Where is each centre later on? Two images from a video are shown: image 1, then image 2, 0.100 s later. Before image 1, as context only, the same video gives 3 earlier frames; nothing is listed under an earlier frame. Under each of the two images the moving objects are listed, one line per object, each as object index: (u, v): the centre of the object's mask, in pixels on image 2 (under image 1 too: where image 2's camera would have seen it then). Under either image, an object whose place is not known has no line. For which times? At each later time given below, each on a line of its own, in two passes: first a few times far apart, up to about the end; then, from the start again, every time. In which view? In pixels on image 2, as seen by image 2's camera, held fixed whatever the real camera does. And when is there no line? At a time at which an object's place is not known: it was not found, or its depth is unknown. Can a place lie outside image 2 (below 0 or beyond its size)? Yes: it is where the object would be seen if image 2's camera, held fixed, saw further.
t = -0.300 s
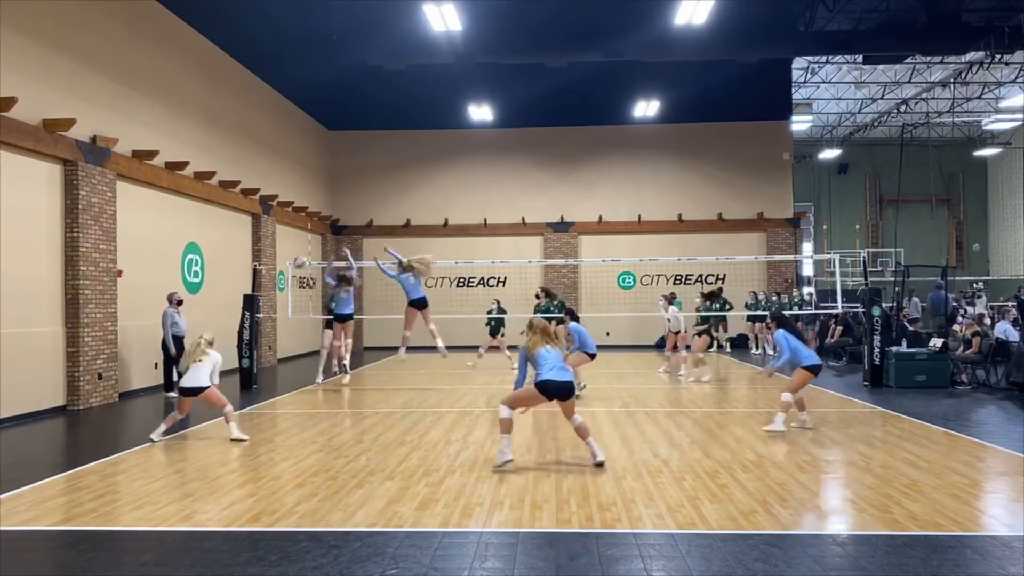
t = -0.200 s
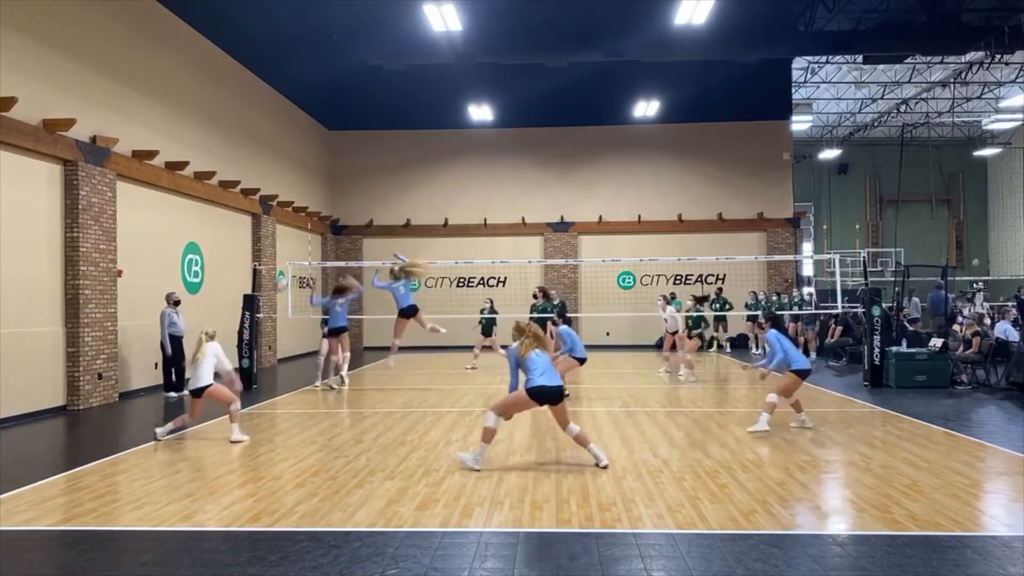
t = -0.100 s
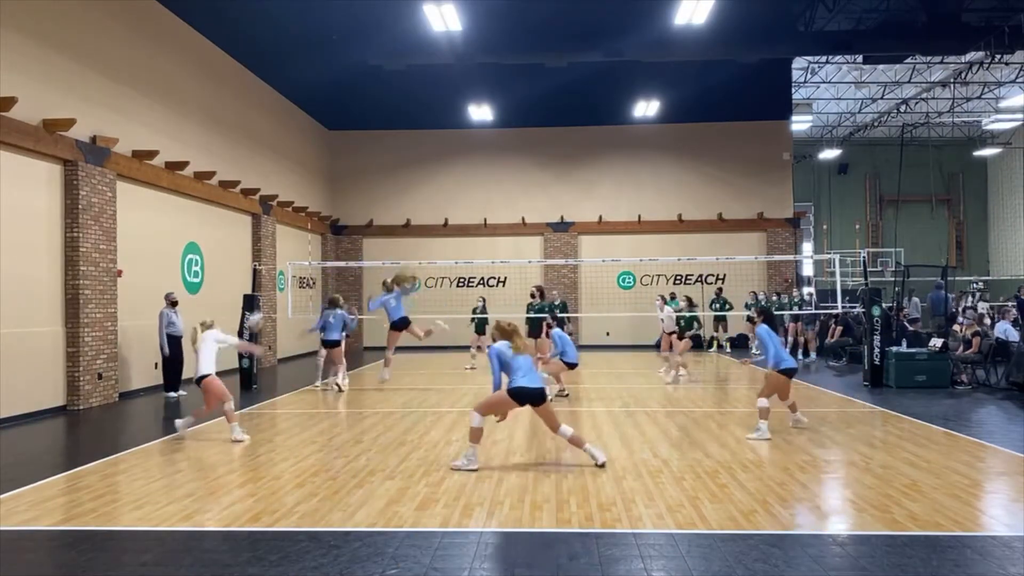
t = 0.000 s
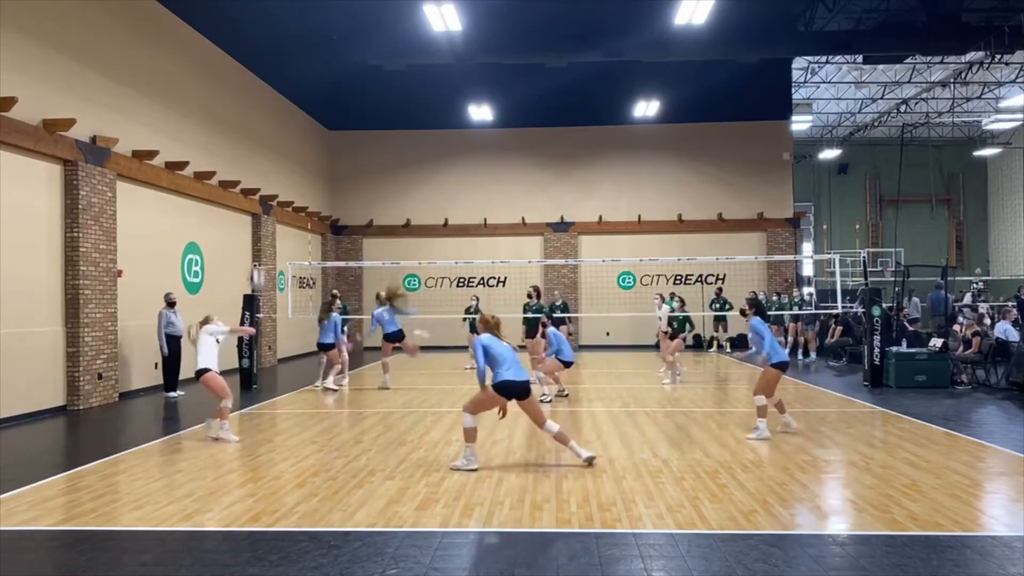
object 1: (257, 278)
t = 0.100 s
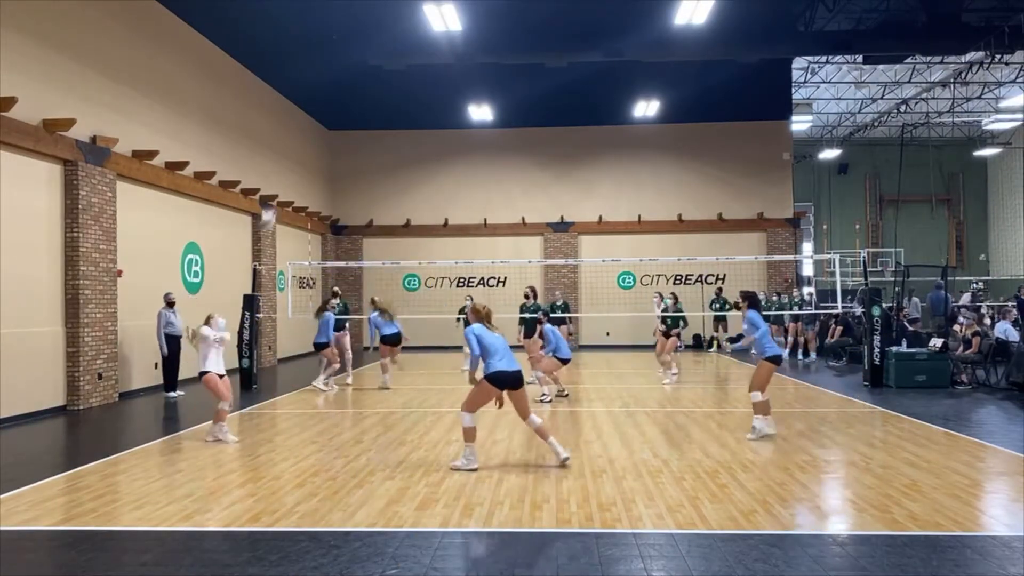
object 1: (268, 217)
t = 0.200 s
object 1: (280, 169)
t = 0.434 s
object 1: (302, 96)
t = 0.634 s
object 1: (321, 68)
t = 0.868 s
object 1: (341, 72)
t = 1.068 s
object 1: (357, 102)
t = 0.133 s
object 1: (270, 202)
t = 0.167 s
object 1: (275, 183)
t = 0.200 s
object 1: (280, 169)
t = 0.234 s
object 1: (283, 155)
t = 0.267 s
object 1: (286, 143)
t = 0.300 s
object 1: (289, 130)
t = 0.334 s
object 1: (293, 120)
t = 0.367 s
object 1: (296, 111)
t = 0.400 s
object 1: (299, 102)
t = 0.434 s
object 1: (302, 96)
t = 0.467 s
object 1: (305, 89)
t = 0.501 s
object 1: (309, 83)
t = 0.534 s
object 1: (312, 78)
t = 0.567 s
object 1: (315, 74)
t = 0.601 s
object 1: (318, 70)
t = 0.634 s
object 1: (321, 68)
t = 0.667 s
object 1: (323, 66)
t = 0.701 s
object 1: (327, 65)
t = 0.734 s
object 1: (330, 65)
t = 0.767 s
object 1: (332, 66)
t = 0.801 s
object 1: (335, 67)
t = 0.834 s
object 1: (338, 69)
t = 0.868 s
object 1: (341, 72)
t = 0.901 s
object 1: (343, 75)
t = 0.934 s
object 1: (346, 79)
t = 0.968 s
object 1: (349, 84)
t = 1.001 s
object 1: (351, 89)
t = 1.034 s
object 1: (354, 95)
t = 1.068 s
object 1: (357, 102)
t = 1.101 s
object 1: (359, 109)
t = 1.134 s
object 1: (362, 116)
